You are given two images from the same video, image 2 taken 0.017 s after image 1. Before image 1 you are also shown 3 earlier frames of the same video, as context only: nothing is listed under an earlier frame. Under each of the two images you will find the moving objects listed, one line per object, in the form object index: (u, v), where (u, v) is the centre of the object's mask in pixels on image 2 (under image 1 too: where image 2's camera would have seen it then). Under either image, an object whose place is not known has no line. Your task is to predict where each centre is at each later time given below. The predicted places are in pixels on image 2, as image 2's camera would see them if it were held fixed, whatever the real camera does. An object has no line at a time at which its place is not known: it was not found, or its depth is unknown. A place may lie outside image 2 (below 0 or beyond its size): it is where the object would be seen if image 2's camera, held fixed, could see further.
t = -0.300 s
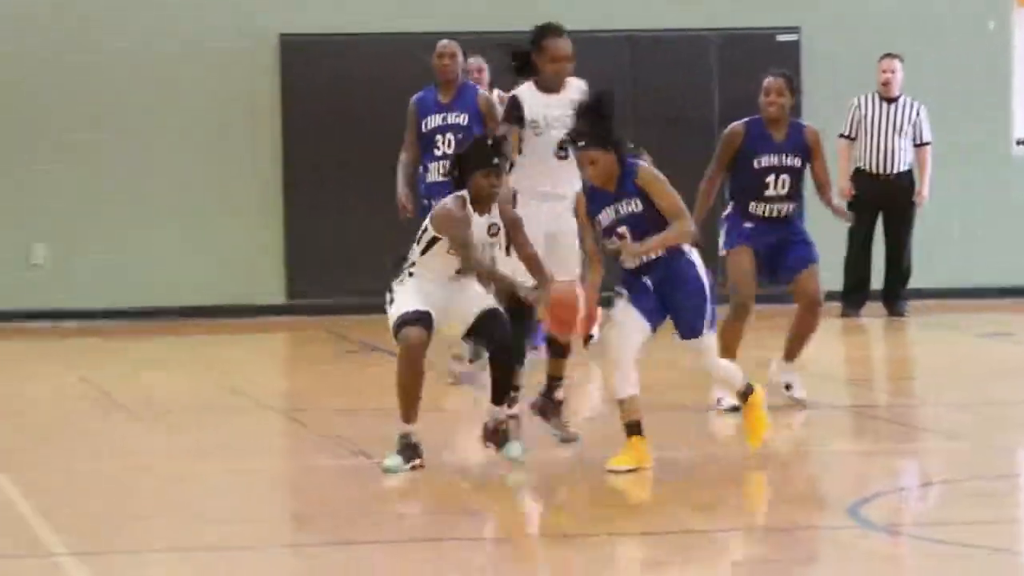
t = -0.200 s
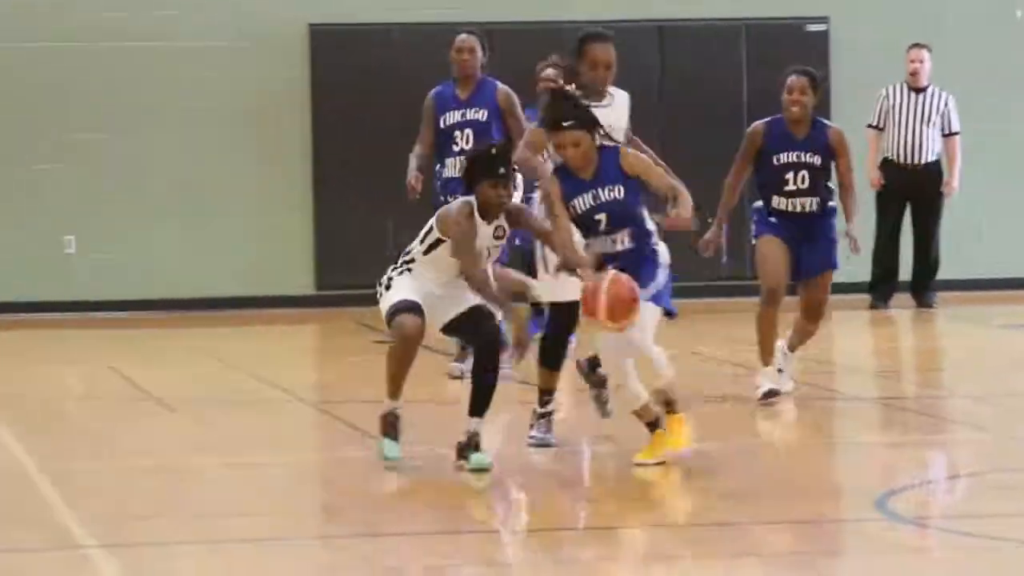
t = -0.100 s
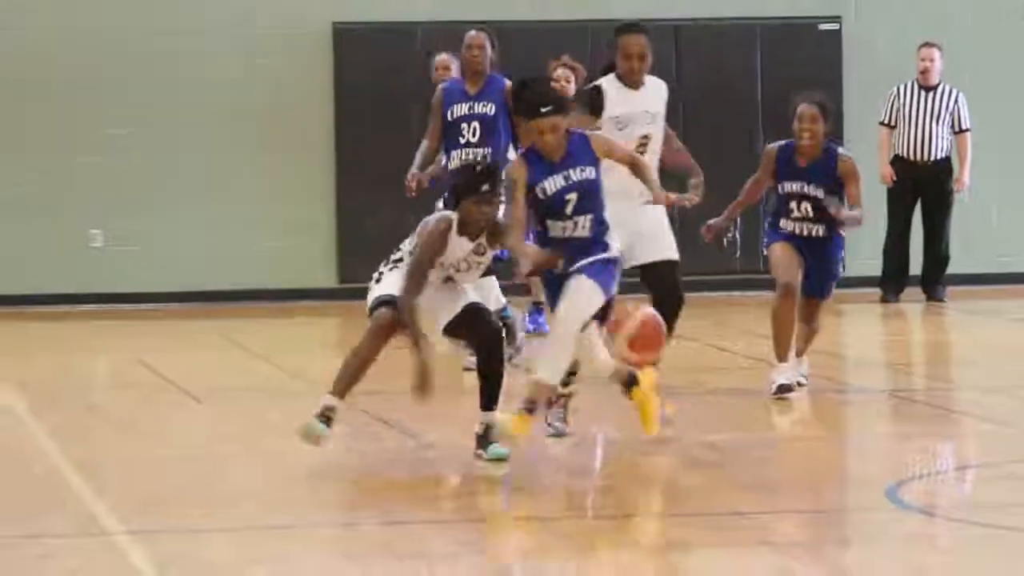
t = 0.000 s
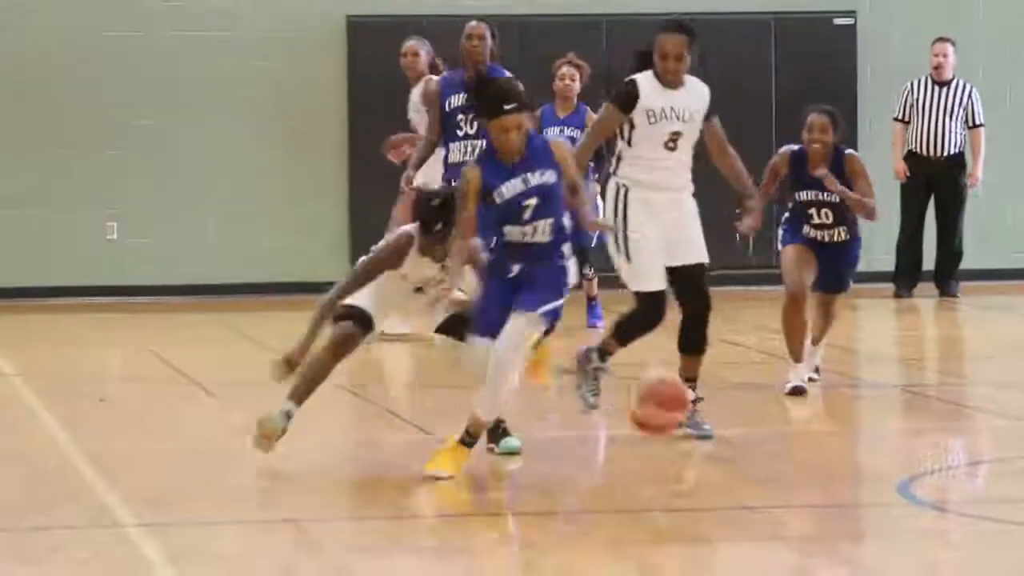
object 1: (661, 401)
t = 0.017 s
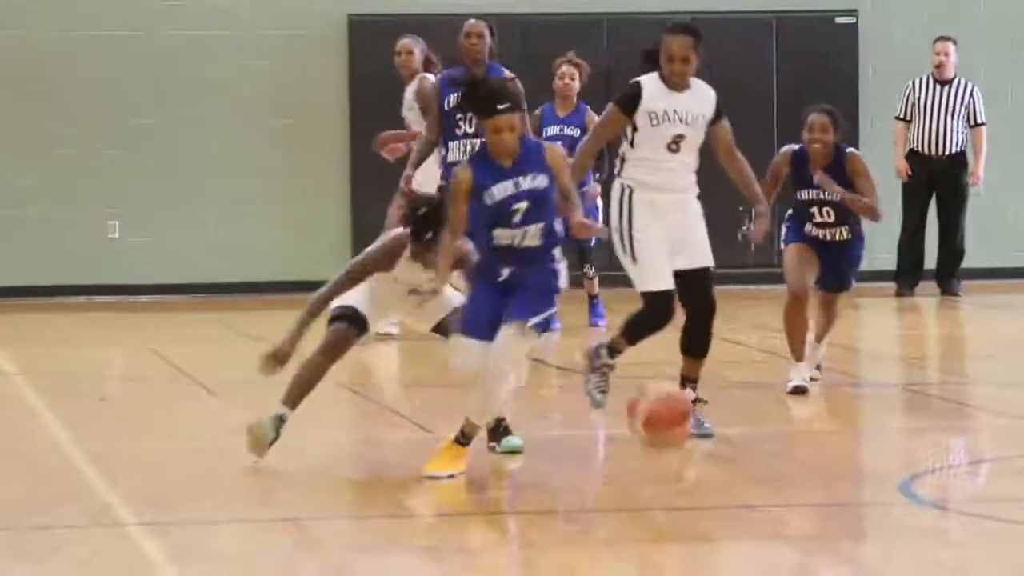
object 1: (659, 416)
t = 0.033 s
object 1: (660, 432)
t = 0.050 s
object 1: (661, 451)
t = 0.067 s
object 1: (662, 473)
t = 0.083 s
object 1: (664, 496)
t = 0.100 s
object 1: (661, 487)
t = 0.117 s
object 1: (656, 474)
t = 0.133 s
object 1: (652, 459)
